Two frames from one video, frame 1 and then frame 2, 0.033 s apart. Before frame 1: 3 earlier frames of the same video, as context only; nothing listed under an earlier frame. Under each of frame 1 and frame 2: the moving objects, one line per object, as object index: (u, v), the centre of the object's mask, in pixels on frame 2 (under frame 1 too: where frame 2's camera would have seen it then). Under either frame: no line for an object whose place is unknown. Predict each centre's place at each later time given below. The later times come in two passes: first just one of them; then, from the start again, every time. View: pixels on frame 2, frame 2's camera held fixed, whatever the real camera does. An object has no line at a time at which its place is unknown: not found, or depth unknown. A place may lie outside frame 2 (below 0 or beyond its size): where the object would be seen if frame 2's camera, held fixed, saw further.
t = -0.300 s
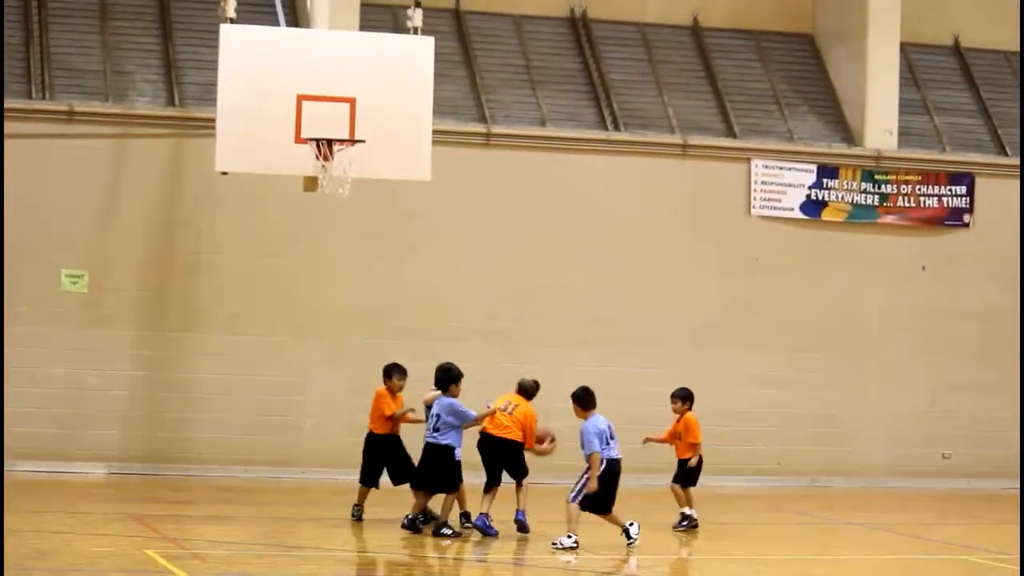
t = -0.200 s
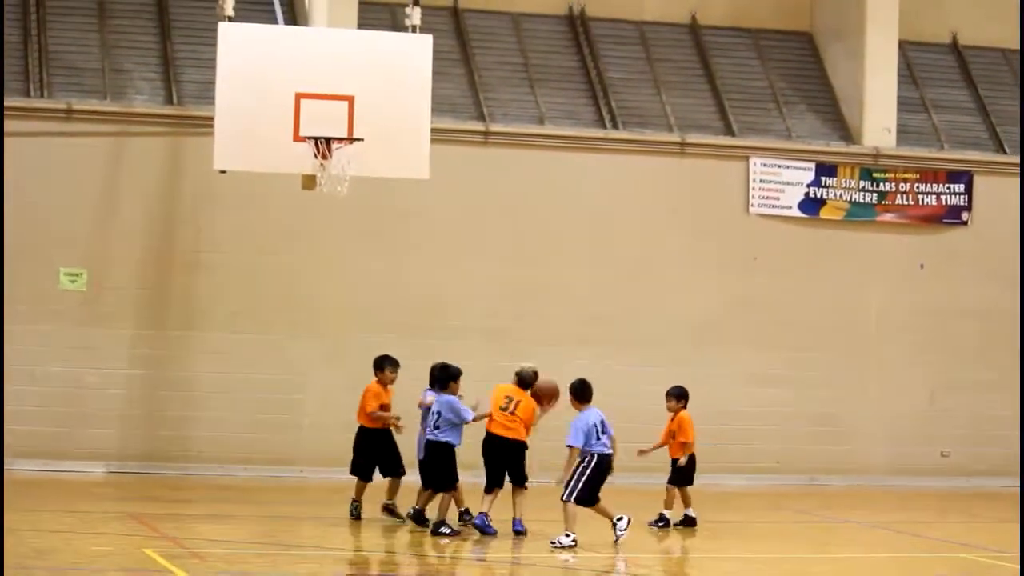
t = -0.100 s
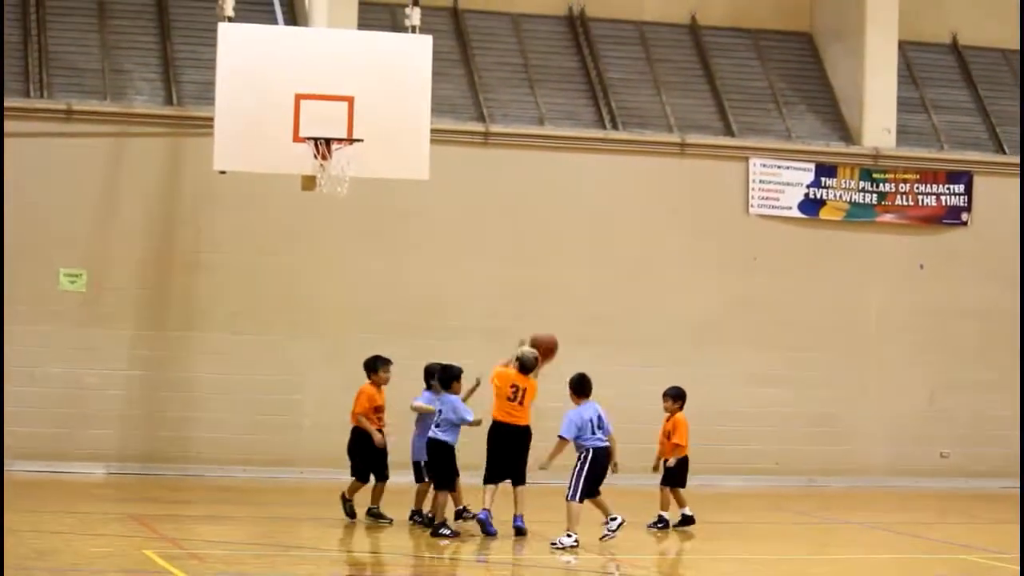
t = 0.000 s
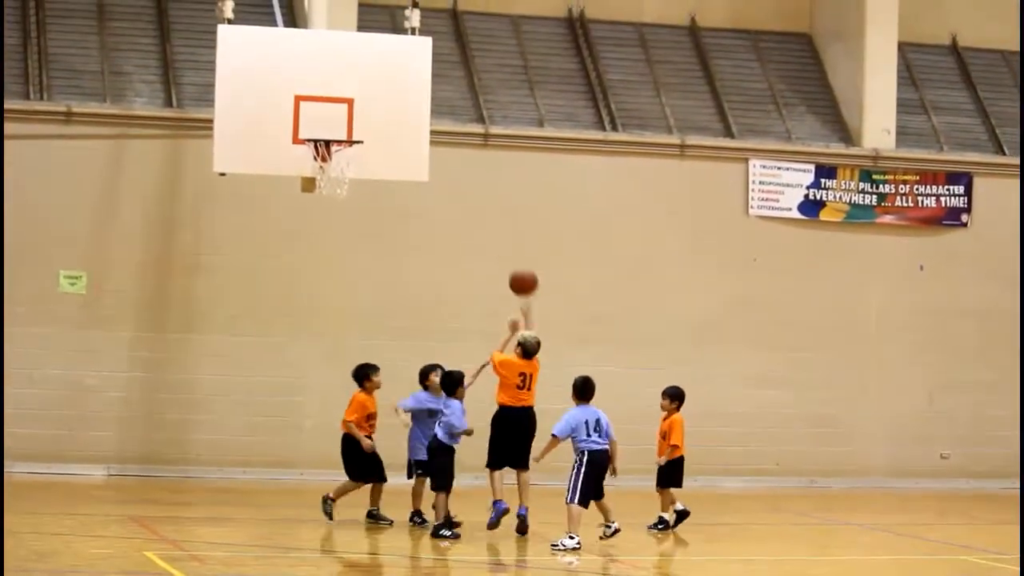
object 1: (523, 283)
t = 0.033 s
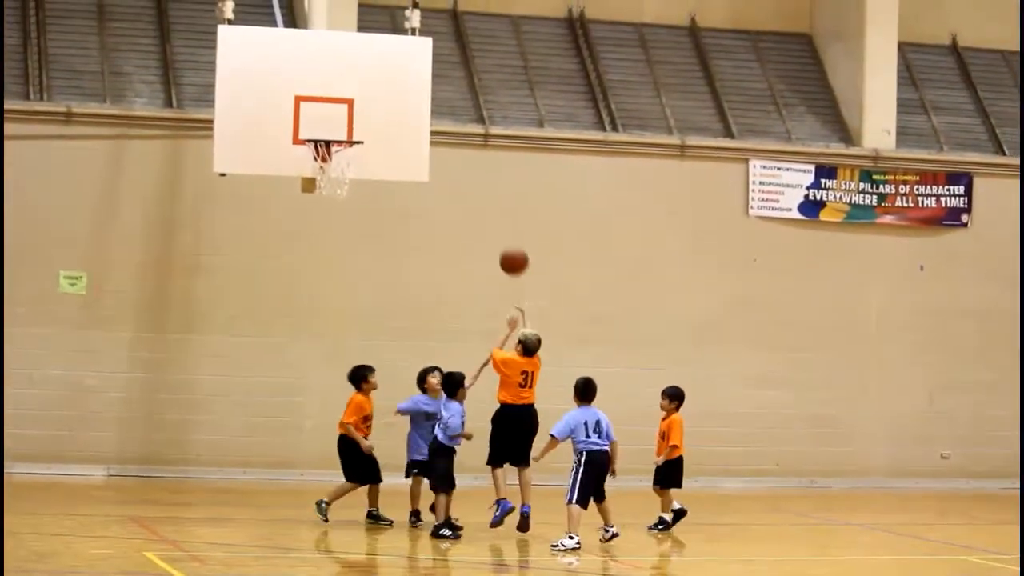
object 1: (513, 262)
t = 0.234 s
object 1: (456, 165)
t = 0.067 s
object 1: (504, 241)
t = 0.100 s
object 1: (494, 223)
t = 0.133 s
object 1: (485, 206)
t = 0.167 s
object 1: (475, 191)
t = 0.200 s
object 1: (466, 177)
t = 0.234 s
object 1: (456, 165)
